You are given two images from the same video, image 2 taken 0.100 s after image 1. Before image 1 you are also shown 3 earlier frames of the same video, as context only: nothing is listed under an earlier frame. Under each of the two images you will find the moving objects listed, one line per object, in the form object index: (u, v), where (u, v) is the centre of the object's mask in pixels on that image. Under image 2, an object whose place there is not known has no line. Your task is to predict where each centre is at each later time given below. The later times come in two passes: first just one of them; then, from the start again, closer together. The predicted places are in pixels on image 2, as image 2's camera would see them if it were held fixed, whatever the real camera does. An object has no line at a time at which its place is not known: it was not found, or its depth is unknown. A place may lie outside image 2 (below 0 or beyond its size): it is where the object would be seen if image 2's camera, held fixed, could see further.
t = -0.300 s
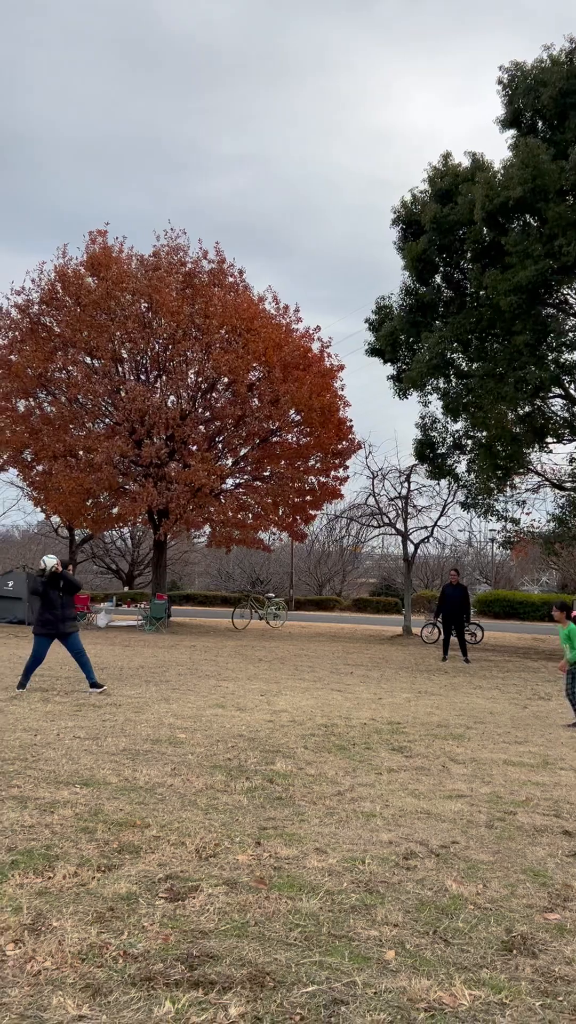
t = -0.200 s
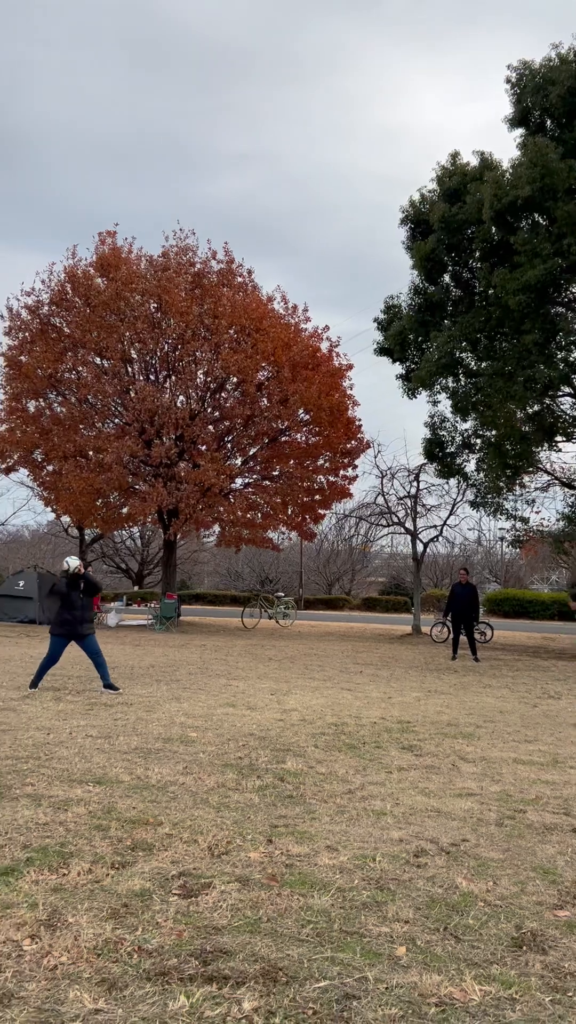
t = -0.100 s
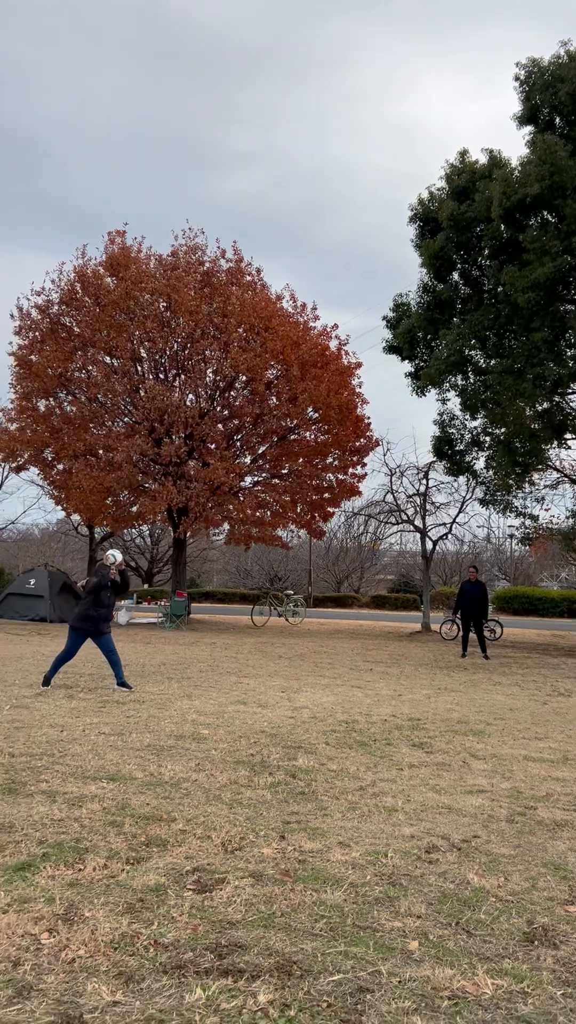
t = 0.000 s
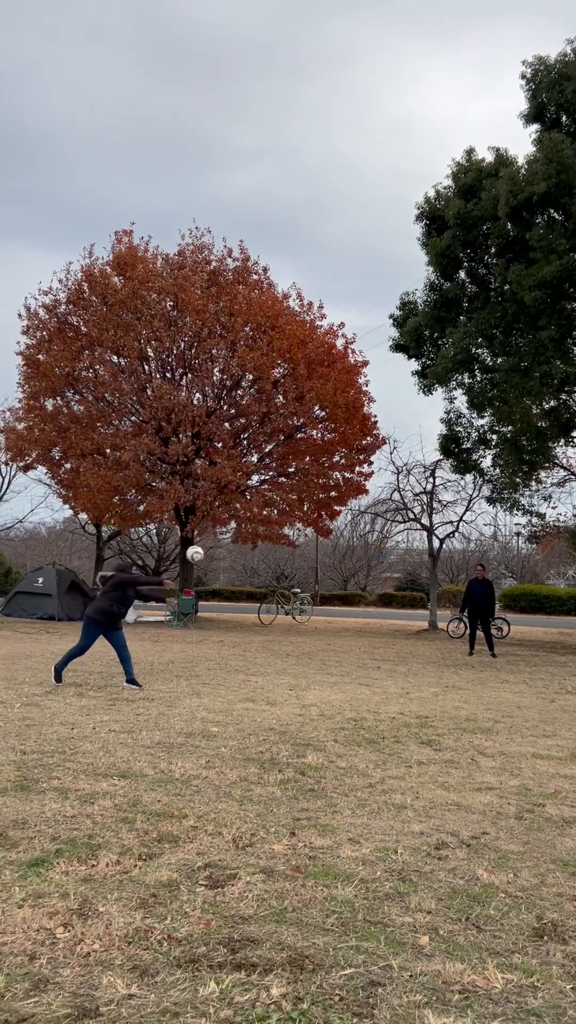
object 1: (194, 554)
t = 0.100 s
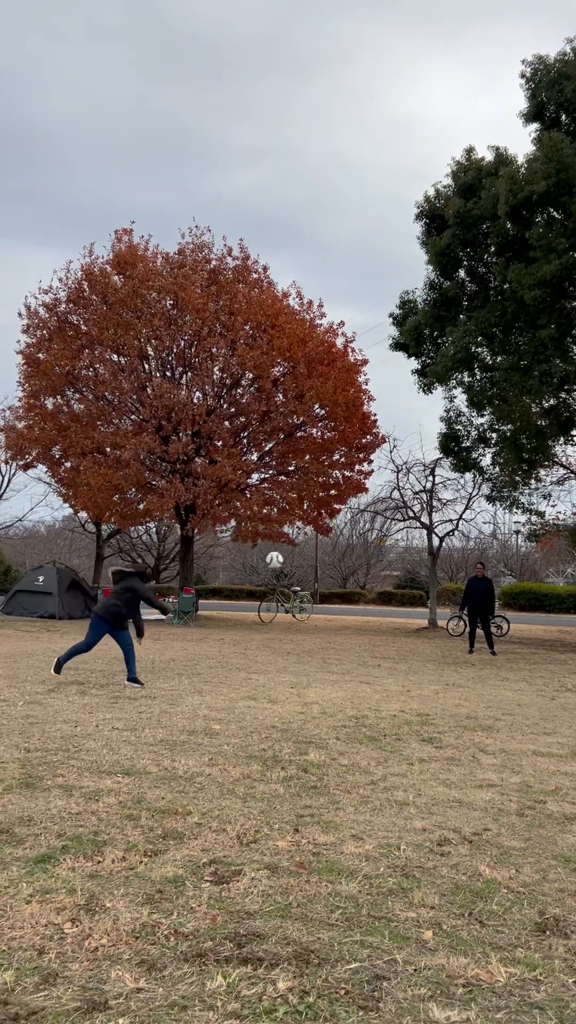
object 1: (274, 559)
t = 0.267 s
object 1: (407, 590)
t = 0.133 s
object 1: (301, 564)
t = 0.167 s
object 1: (327, 570)
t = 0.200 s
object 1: (354, 575)
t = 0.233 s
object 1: (381, 582)
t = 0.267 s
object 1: (407, 590)
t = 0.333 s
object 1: (460, 608)
